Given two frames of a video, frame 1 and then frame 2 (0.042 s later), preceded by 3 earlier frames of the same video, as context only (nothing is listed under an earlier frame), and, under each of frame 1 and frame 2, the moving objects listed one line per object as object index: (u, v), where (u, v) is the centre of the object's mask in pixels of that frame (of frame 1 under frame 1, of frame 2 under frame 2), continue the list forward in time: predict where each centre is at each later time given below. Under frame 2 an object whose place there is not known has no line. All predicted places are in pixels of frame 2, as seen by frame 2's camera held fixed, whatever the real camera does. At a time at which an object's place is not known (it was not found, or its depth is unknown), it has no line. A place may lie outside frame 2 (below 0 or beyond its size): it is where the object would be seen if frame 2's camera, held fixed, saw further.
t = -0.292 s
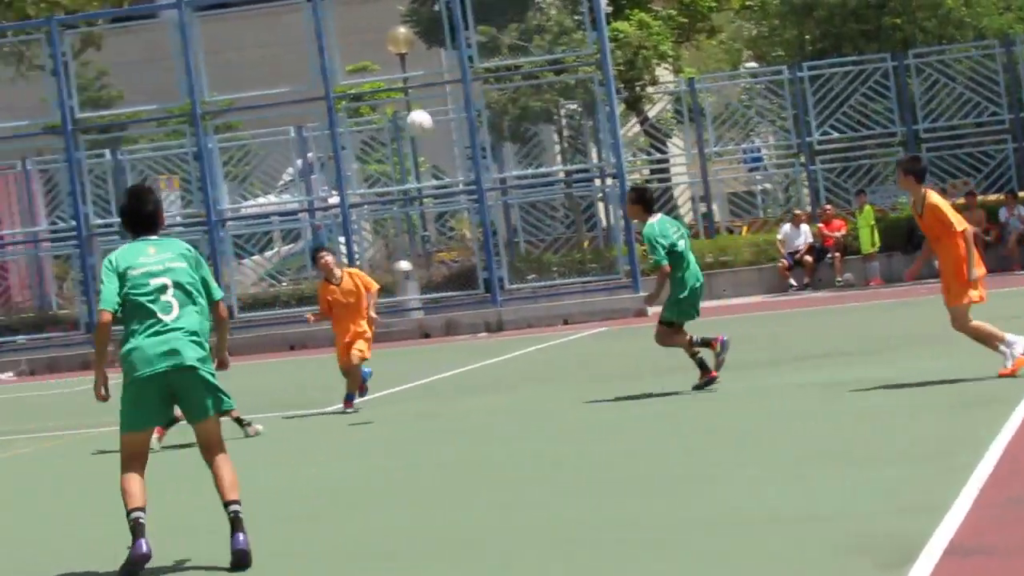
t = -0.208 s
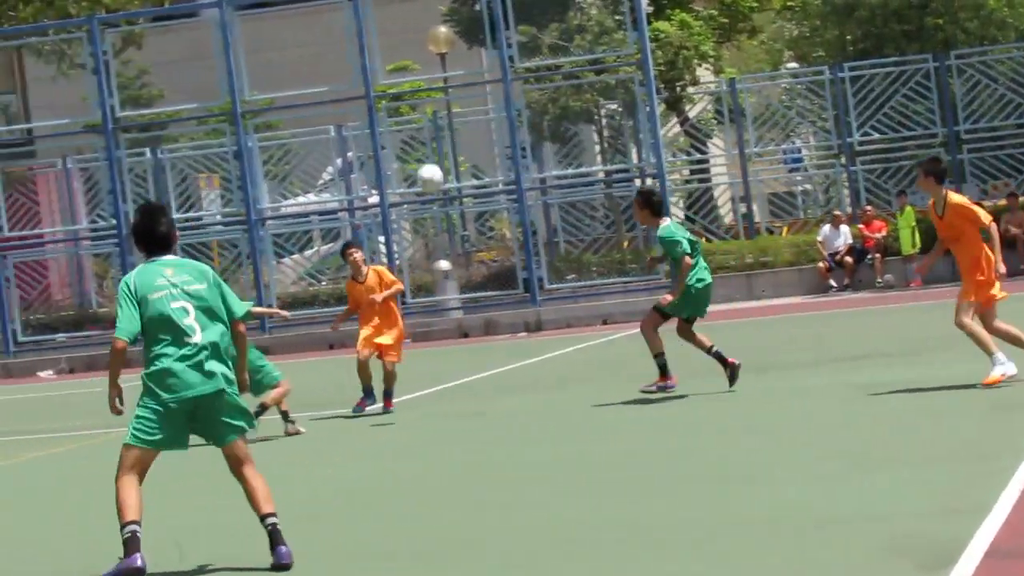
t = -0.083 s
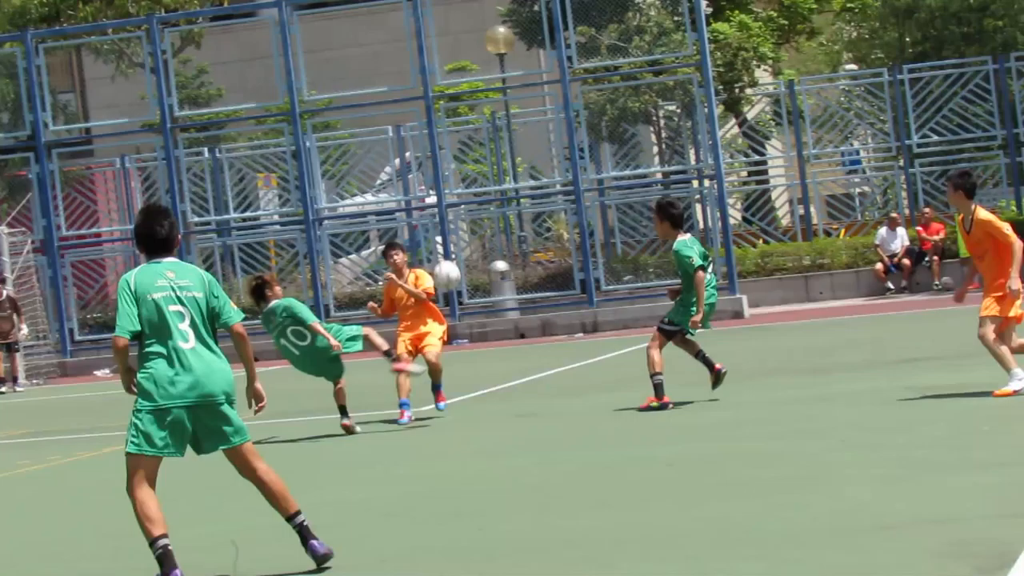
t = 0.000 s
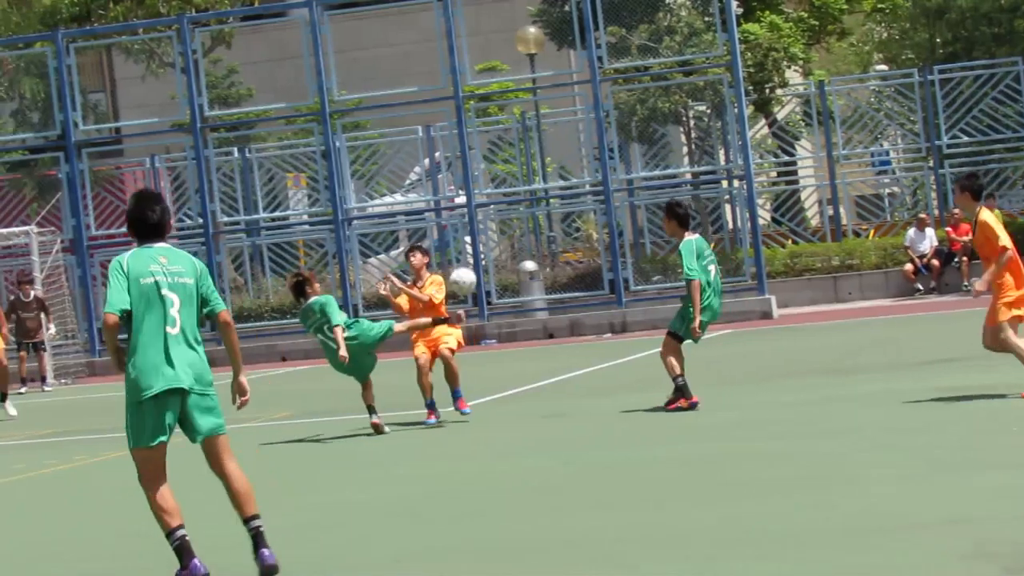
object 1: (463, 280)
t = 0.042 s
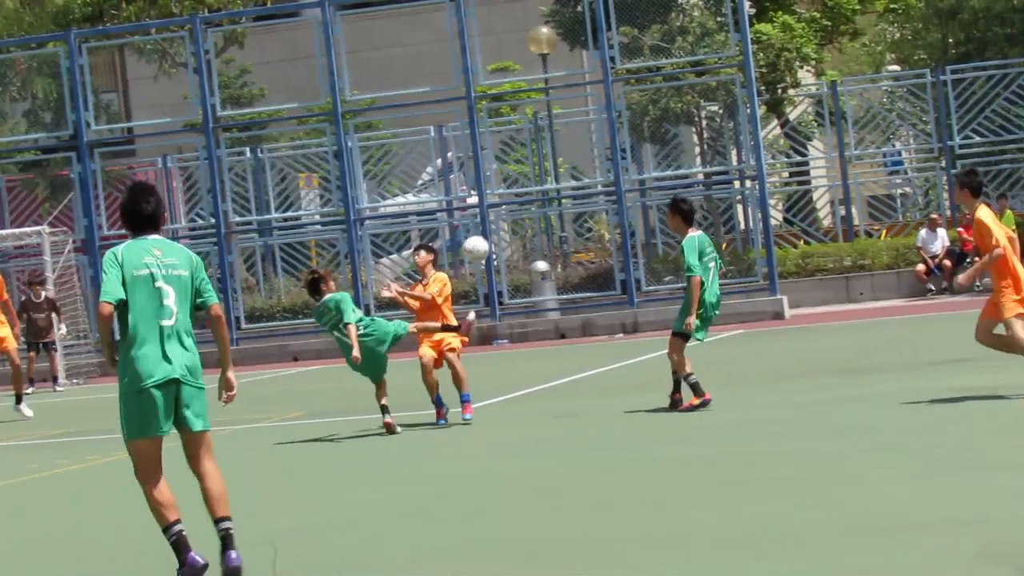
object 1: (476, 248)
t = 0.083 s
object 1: (481, 218)
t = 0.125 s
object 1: (484, 191)
